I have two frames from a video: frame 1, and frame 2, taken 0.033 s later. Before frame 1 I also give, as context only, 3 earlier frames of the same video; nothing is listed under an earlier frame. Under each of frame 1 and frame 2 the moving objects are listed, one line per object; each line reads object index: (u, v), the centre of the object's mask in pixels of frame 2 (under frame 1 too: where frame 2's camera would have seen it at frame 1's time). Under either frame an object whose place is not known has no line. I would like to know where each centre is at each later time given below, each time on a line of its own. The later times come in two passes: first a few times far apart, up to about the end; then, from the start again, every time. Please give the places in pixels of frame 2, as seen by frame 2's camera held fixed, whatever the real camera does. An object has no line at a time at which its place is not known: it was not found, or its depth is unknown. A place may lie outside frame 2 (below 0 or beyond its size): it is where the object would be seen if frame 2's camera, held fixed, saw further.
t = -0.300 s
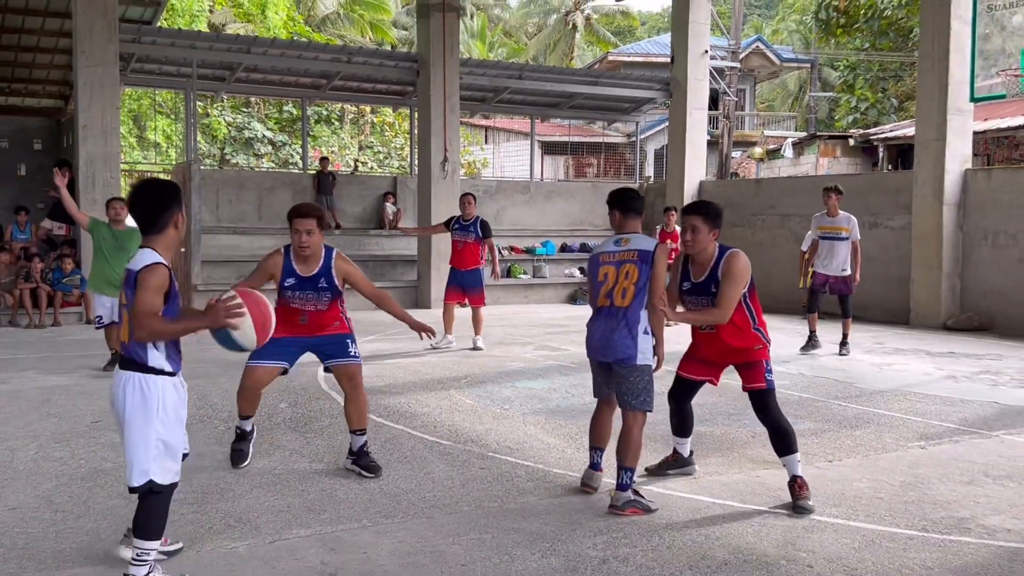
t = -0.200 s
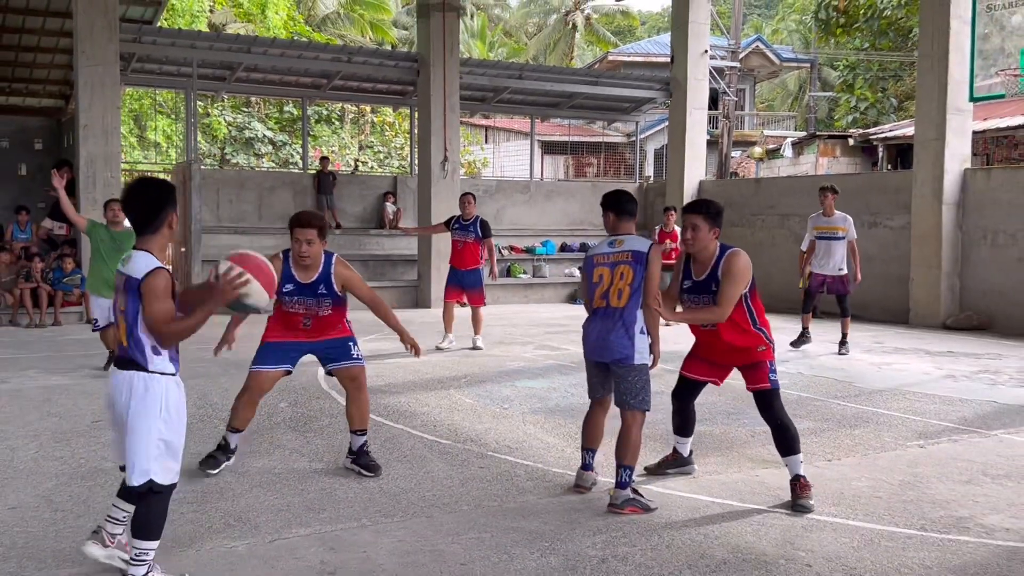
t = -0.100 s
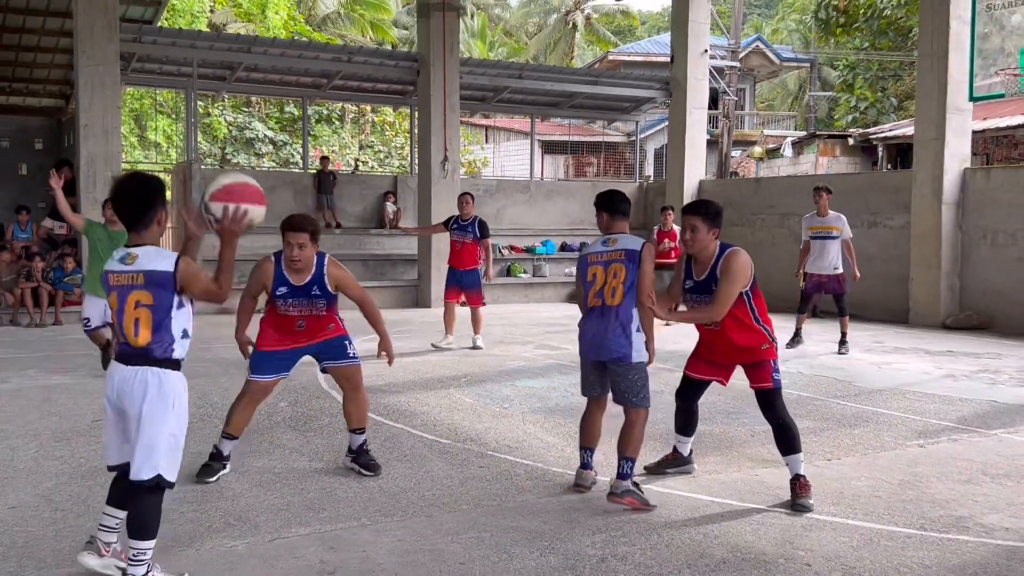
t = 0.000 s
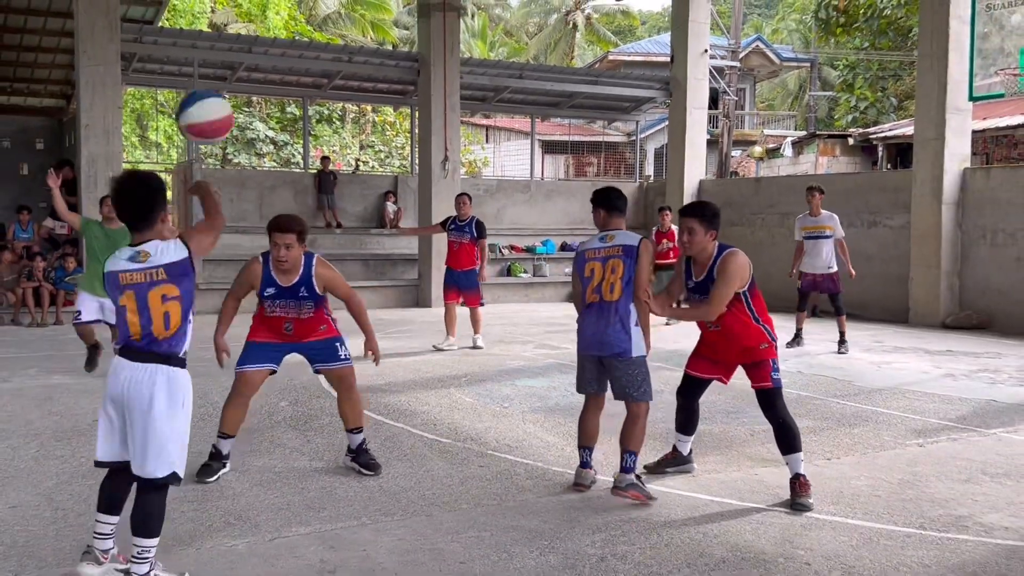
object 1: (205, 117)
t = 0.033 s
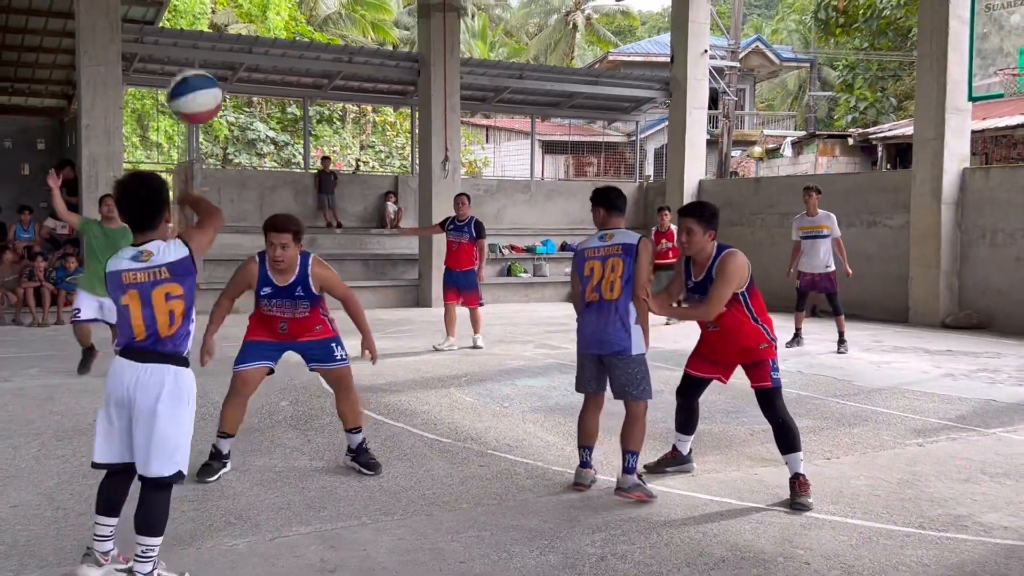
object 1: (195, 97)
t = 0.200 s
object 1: (153, 50)
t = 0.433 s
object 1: (115, 72)
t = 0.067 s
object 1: (184, 81)
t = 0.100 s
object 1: (177, 71)
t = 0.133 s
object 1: (168, 60)
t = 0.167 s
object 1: (160, 53)
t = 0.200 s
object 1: (153, 50)
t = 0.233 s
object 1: (147, 48)
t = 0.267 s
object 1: (141, 47)
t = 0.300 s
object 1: (135, 49)
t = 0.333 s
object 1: (130, 54)
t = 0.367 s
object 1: (125, 57)
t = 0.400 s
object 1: (120, 64)
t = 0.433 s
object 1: (115, 72)
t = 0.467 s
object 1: (111, 80)
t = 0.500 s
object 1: (107, 91)
